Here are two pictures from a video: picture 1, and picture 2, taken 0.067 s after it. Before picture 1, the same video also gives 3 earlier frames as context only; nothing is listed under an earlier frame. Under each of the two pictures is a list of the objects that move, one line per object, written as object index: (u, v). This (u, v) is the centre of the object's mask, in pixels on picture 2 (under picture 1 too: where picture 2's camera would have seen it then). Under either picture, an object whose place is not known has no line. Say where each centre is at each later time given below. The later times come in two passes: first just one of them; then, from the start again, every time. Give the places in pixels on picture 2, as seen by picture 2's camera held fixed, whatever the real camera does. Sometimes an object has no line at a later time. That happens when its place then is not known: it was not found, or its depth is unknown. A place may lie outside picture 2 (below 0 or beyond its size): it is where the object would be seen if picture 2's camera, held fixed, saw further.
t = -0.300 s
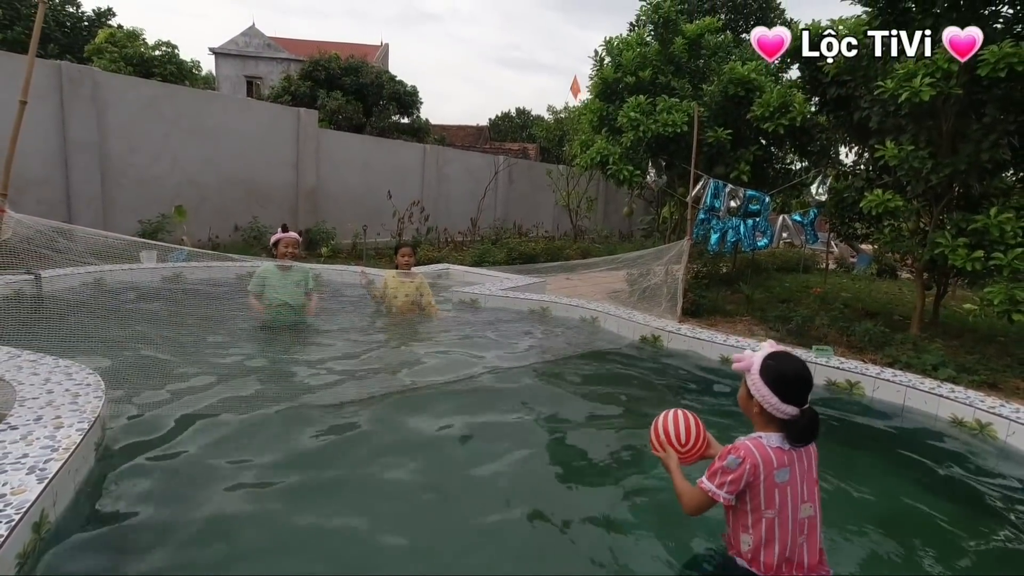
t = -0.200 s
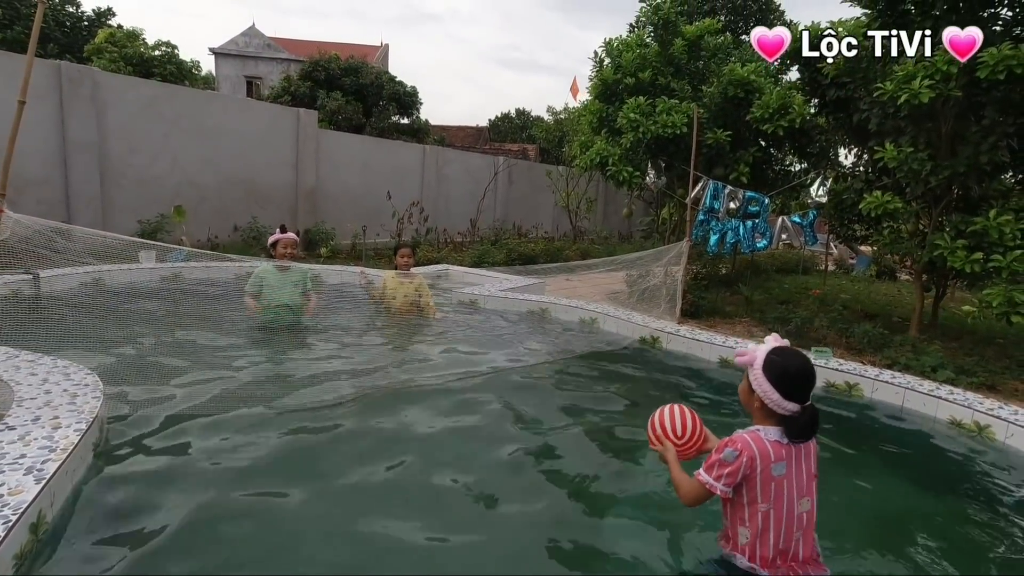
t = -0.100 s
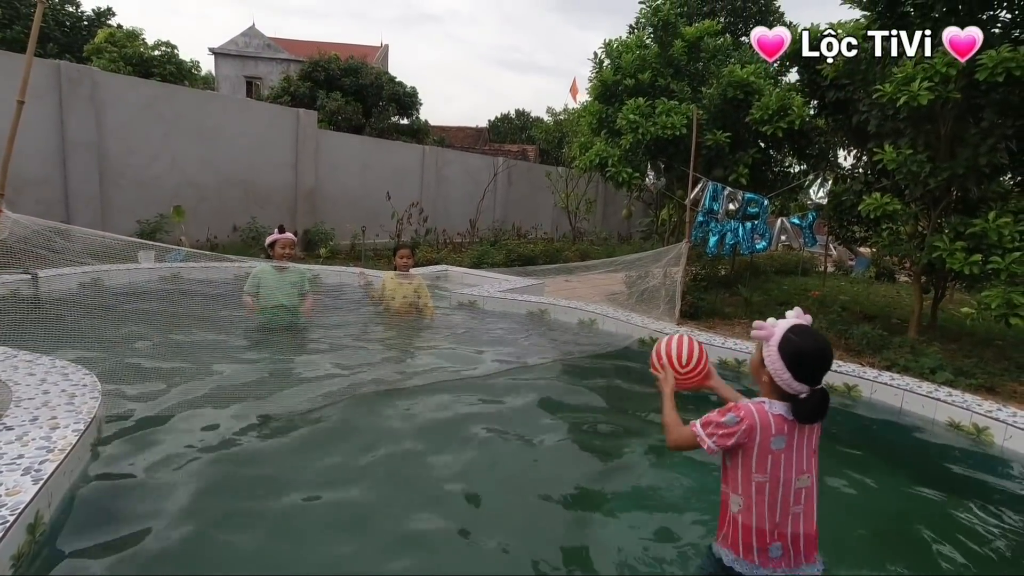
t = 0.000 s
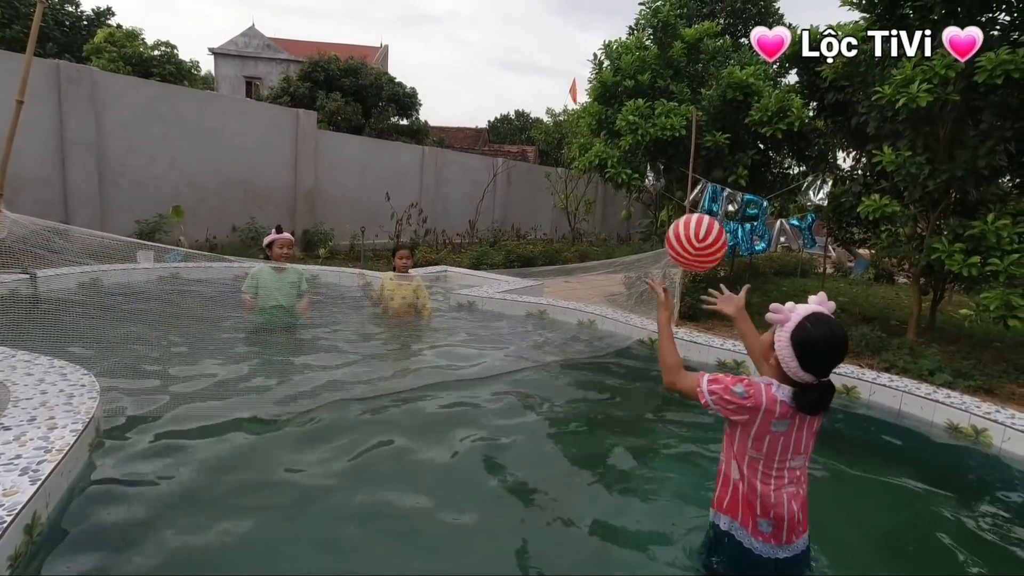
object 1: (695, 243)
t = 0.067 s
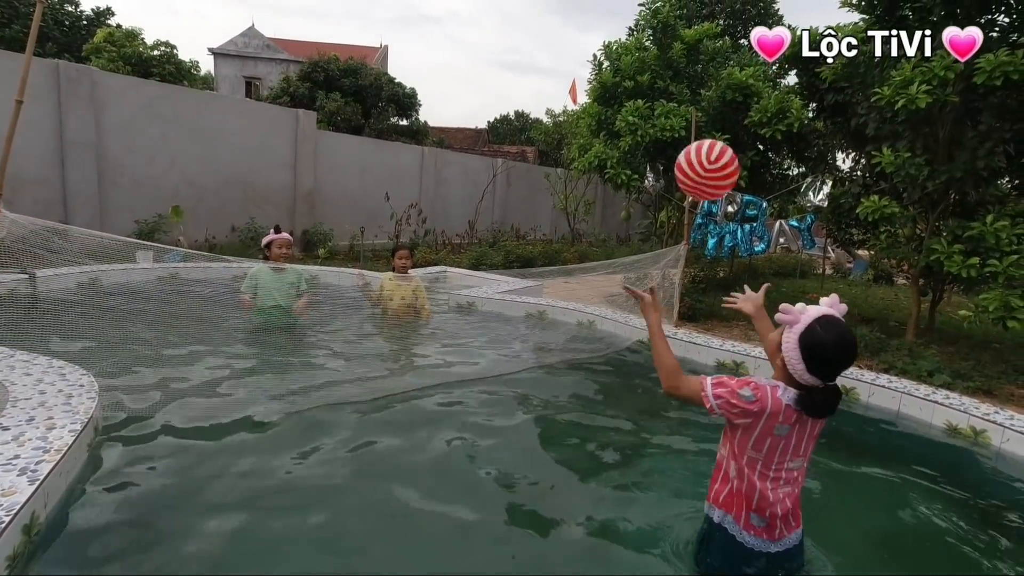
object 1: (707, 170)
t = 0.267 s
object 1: (725, 19)
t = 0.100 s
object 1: (712, 137)
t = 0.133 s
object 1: (716, 106)
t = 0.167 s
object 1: (720, 78)
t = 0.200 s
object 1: (722, 53)
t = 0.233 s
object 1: (724, 31)
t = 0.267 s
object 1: (725, 19)
